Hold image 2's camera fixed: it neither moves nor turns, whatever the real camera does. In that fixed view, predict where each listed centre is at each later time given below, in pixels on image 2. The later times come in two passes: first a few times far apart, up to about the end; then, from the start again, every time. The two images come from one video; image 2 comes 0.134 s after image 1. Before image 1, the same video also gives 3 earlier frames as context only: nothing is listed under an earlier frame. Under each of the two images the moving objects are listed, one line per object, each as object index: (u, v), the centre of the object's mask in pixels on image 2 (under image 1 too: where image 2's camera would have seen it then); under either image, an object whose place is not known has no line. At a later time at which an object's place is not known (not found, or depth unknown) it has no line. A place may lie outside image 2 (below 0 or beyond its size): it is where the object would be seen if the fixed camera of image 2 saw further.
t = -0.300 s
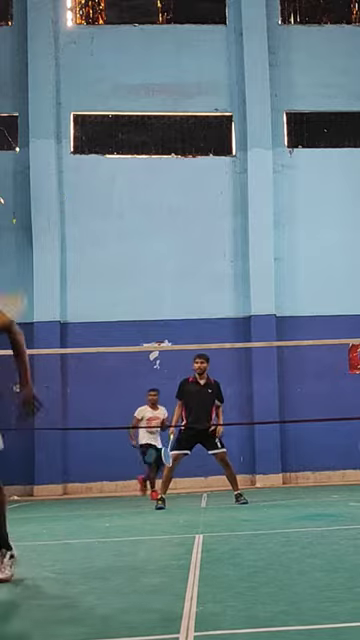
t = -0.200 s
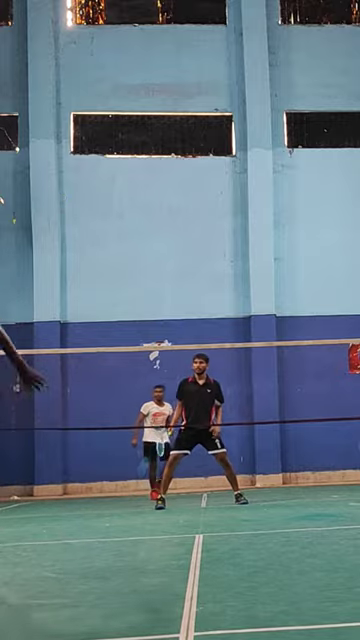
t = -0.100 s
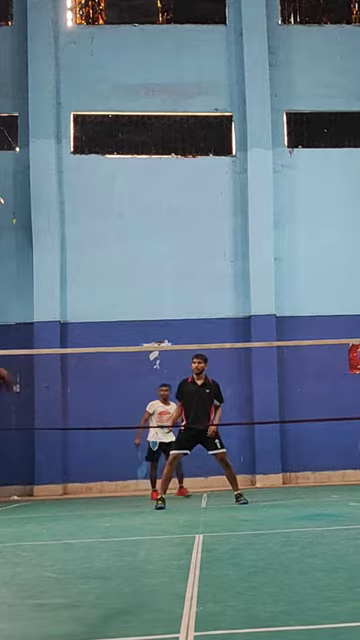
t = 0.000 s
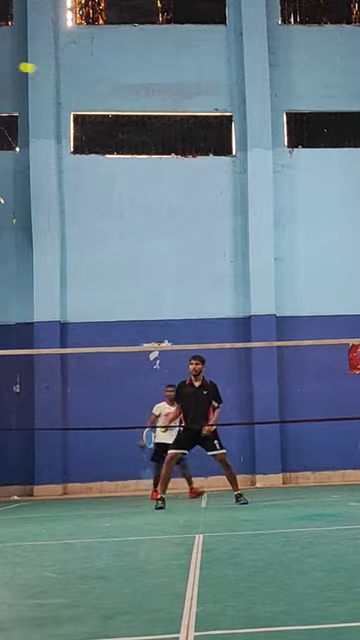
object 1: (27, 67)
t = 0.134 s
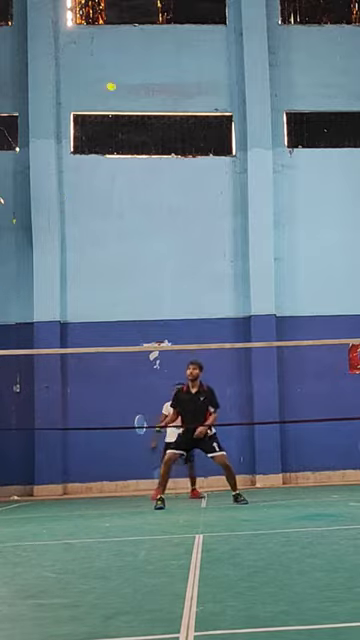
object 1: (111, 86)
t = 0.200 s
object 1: (133, 97)
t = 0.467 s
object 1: (187, 152)
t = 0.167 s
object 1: (123, 91)
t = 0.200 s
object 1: (133, 97)
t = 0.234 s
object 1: (143, 103)
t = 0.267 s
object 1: (150, 108)
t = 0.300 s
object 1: (158, 116)
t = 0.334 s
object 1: (165, 122)
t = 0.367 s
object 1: (171, 129)
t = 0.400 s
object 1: (177, 136)
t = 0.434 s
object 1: (182, 144)
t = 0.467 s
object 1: (187, 152)
